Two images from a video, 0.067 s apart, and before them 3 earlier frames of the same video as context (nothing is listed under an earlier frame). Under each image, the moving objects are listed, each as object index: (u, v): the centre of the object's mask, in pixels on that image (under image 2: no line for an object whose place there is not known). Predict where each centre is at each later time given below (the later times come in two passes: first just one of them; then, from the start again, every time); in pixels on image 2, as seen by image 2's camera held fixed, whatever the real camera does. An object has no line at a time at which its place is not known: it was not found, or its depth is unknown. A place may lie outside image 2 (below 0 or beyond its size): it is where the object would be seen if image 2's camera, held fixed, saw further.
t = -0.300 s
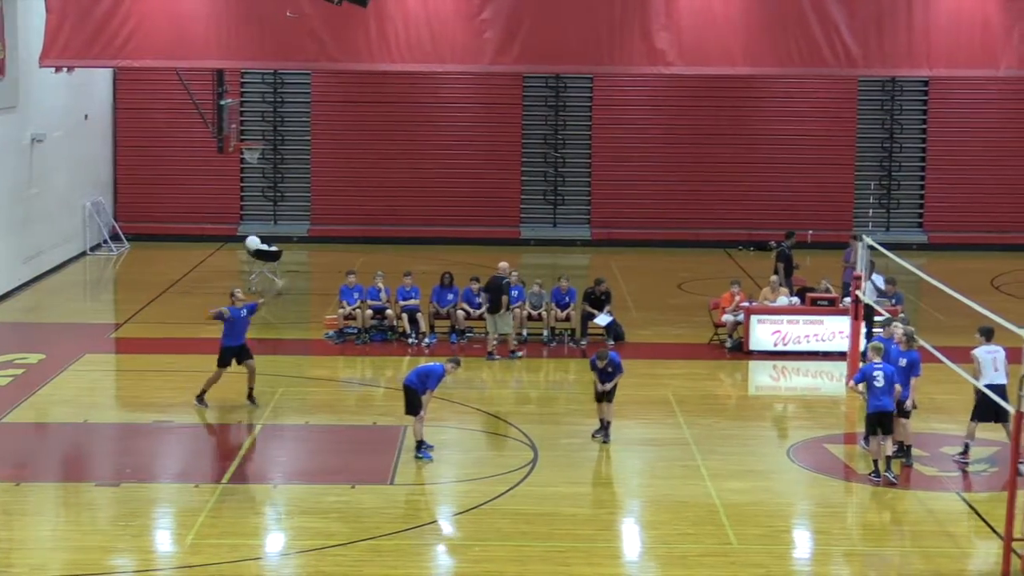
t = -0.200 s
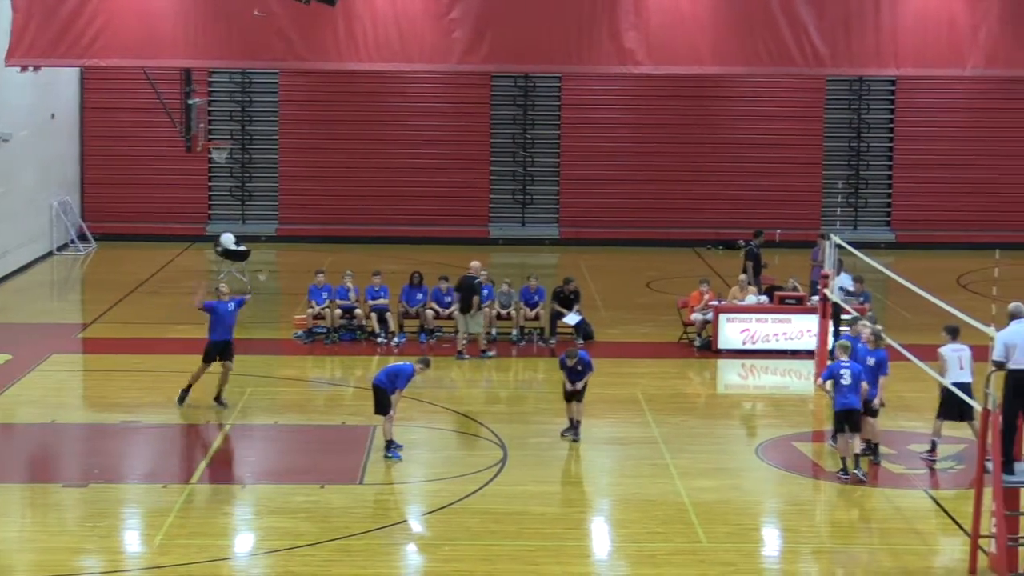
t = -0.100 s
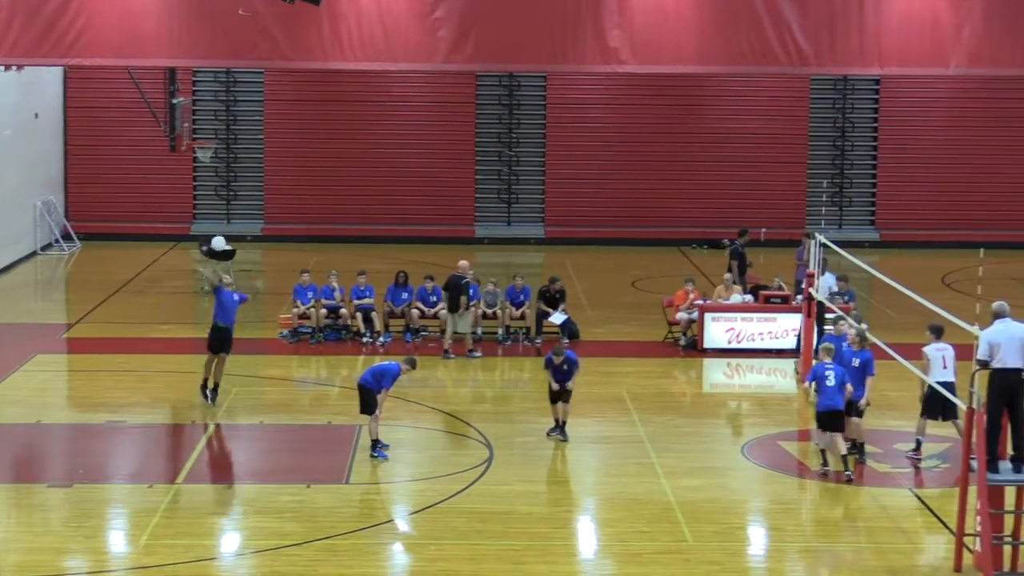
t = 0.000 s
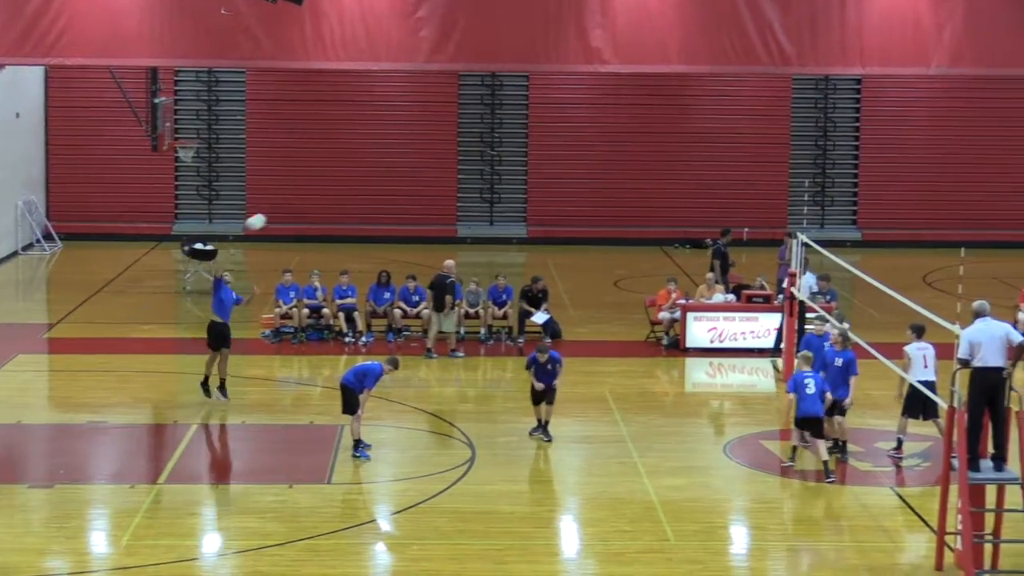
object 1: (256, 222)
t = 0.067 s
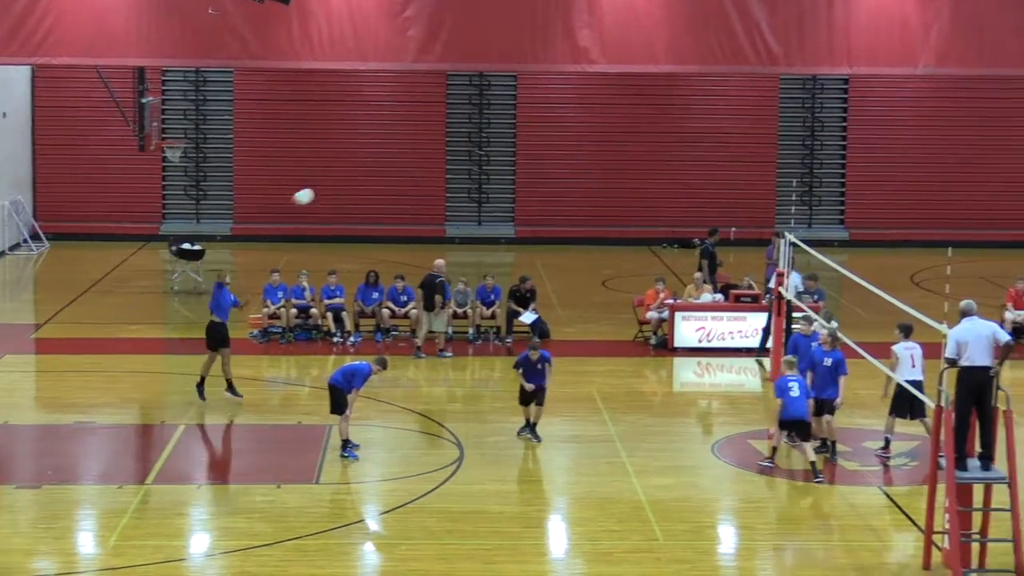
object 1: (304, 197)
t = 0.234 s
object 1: (442, 145)
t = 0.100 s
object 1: (331, 185)
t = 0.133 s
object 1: (360, 174)
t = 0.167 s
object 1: (388, 163)
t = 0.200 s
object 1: (415, 154)
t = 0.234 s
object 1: (442, 145)
